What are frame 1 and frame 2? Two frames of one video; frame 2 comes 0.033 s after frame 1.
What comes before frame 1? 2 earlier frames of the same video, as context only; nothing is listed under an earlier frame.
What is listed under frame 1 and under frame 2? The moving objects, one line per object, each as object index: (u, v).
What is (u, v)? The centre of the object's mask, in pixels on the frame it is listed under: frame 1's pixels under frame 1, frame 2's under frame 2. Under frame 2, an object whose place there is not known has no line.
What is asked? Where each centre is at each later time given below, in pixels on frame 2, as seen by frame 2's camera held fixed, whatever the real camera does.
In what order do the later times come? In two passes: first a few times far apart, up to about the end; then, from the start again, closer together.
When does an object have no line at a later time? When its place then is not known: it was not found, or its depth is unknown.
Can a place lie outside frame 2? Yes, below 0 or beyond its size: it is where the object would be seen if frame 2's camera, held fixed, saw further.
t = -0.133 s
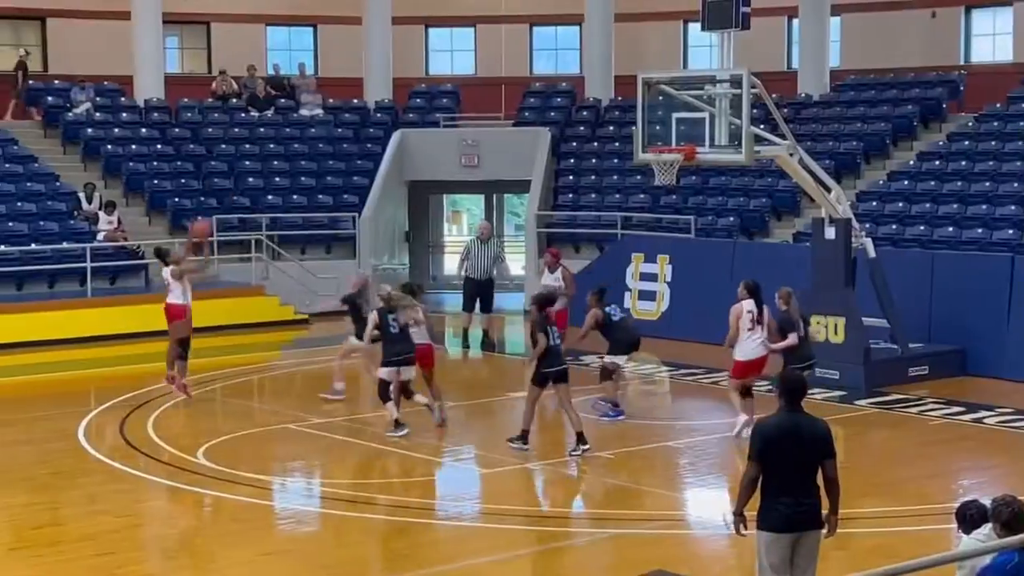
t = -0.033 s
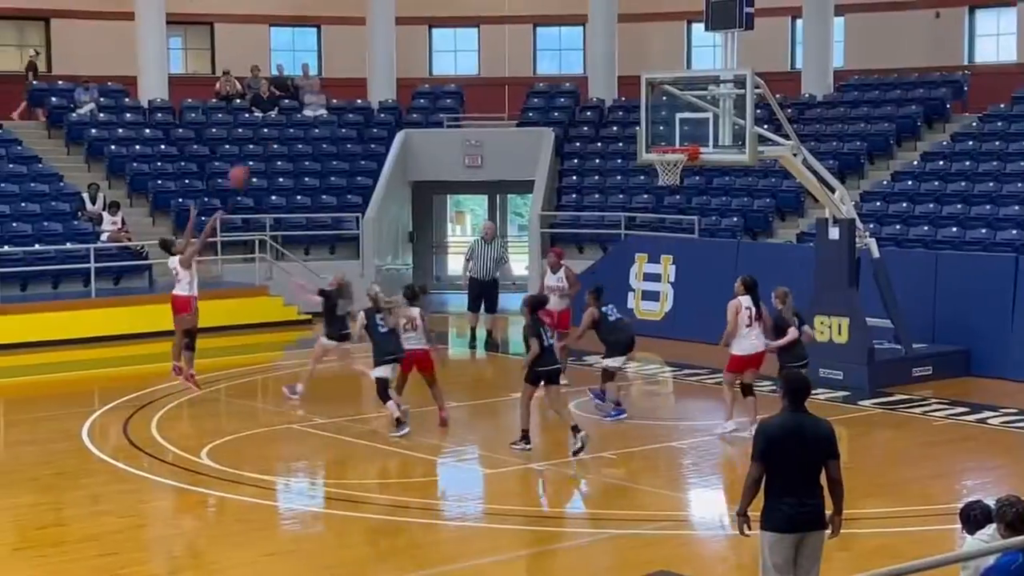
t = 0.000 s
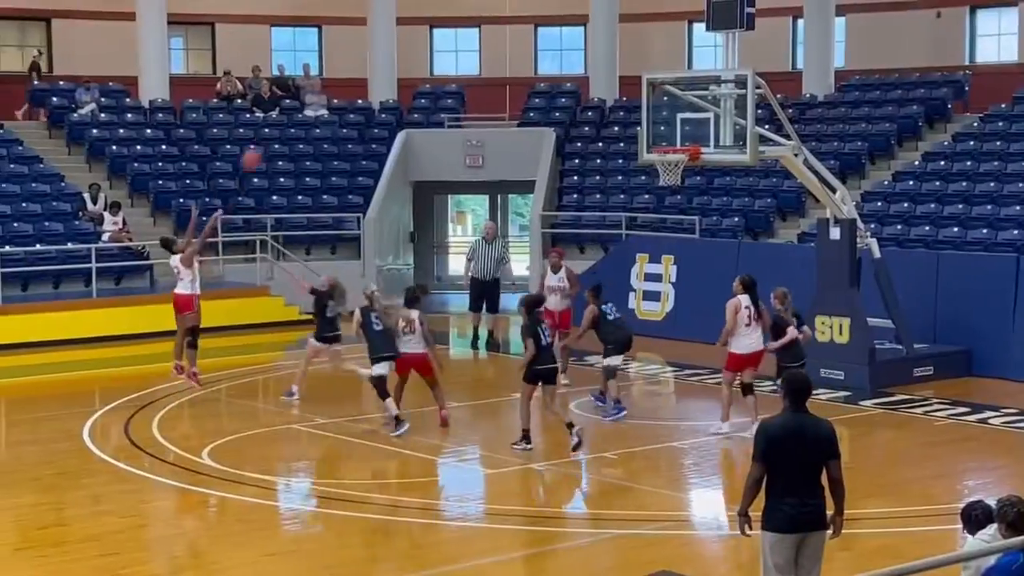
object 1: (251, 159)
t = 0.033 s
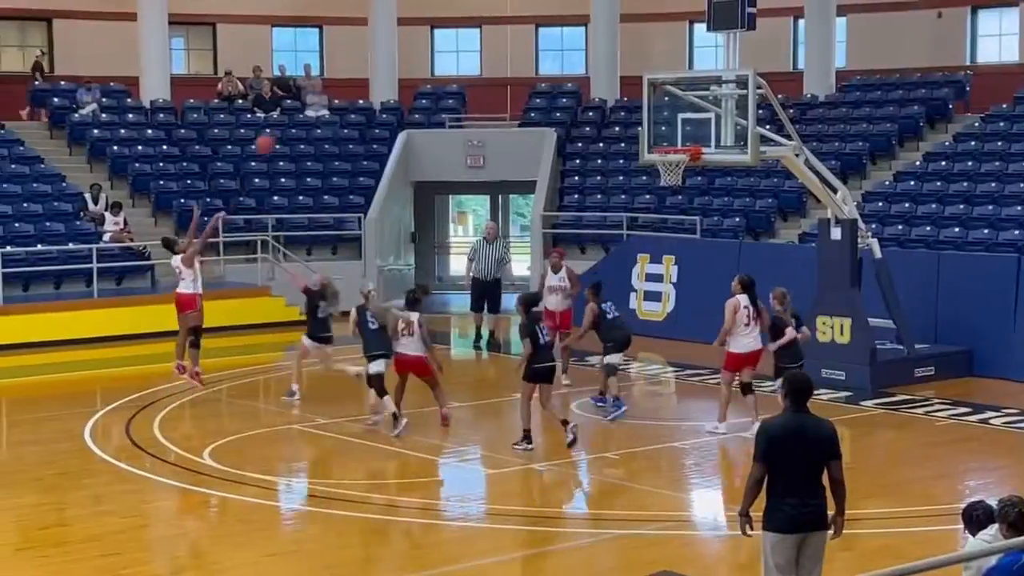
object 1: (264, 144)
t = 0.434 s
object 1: (411, 35)
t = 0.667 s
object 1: (497, 32)
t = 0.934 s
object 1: (594, 86)
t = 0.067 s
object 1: (276, 129)
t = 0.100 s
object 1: (289, 115)
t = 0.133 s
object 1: (300, 104)
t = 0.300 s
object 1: (362, 58)
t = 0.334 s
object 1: (374, 50)
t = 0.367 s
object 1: (387, 44)
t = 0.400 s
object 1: (399, 40)
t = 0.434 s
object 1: (411, 35)
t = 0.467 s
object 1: (423, 31)
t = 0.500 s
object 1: (435, 28)
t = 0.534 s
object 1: (447, 27)
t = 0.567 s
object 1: (460, 27)
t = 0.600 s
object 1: (473, 27)
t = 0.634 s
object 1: (485, 29)
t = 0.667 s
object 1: (497, 32)
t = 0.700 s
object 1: (509, 37)
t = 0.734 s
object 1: (521, 41)
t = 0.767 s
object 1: (532, 46)
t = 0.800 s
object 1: (545, 52)
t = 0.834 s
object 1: (558, 59)
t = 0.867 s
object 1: (570, 68)
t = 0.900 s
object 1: (584, 75)
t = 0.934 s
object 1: (594, 86)
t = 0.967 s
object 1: (605, 98)
